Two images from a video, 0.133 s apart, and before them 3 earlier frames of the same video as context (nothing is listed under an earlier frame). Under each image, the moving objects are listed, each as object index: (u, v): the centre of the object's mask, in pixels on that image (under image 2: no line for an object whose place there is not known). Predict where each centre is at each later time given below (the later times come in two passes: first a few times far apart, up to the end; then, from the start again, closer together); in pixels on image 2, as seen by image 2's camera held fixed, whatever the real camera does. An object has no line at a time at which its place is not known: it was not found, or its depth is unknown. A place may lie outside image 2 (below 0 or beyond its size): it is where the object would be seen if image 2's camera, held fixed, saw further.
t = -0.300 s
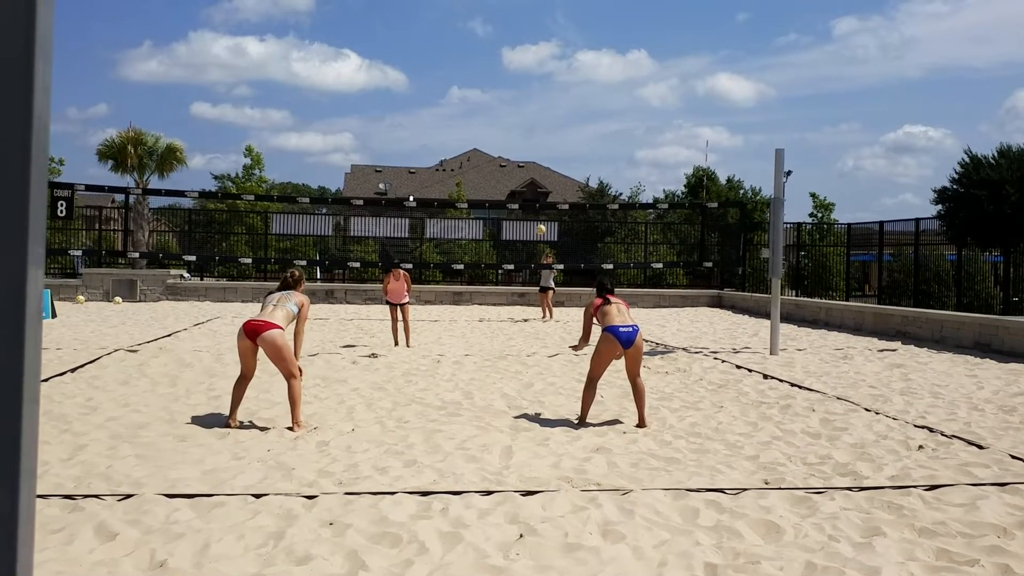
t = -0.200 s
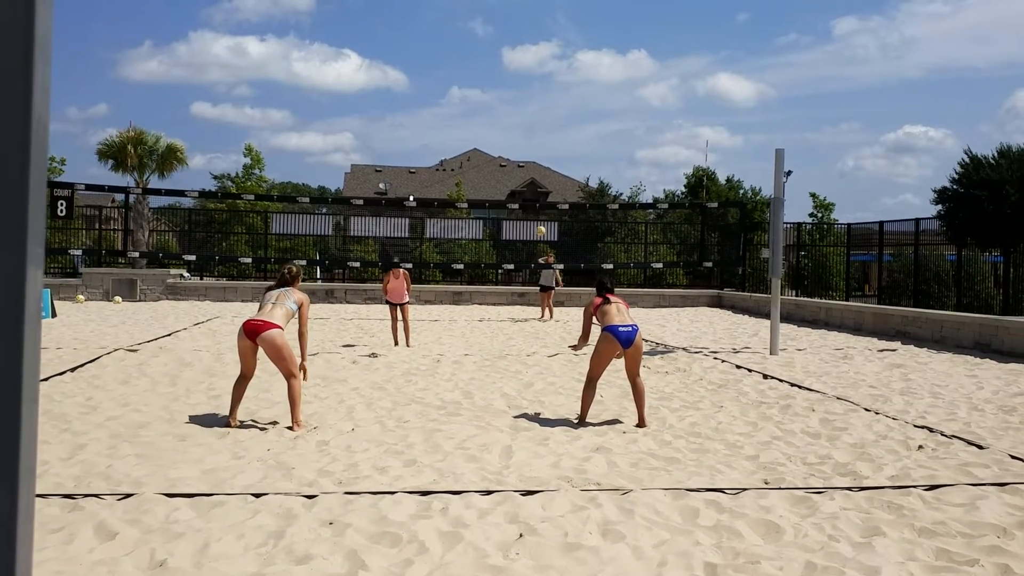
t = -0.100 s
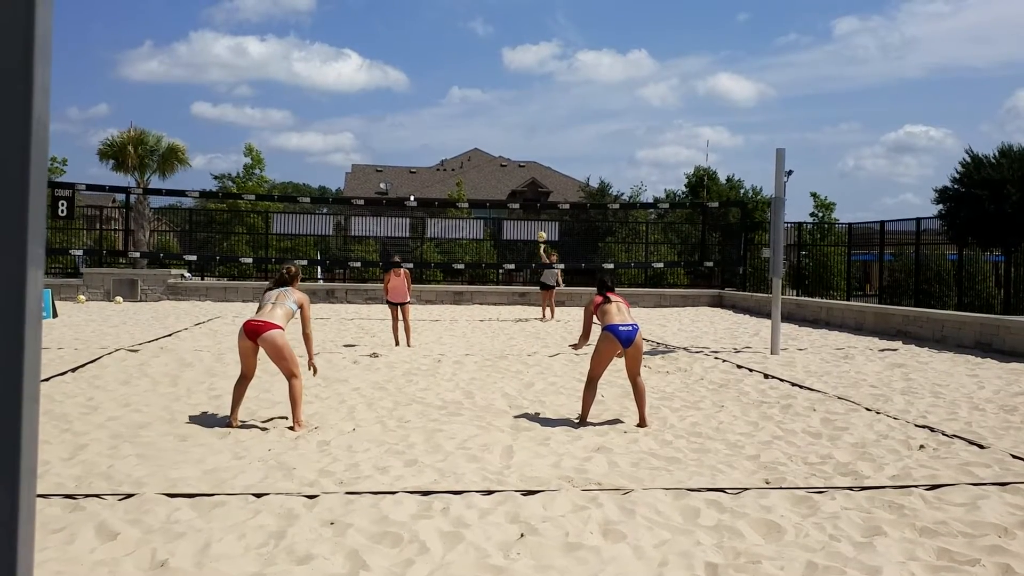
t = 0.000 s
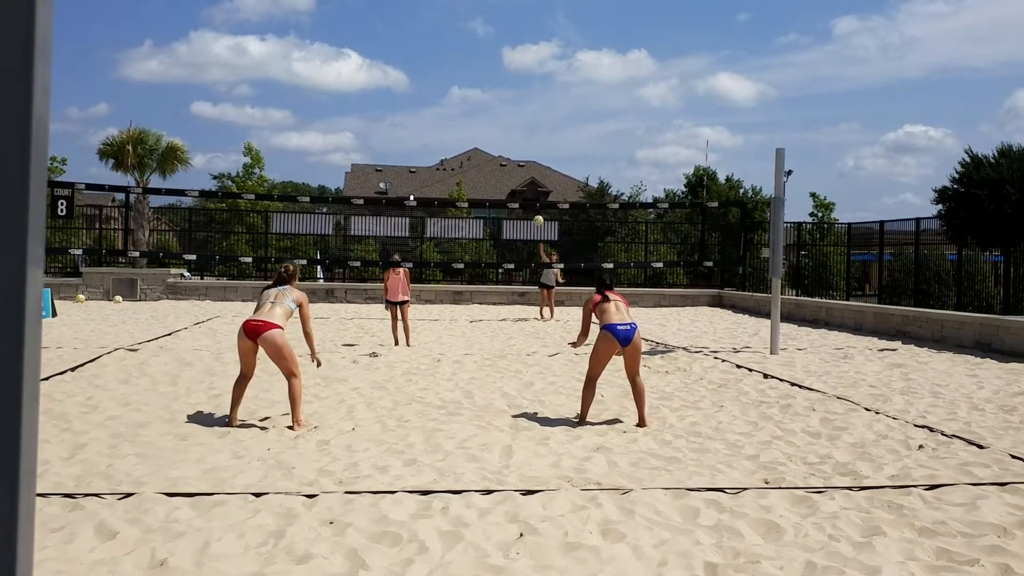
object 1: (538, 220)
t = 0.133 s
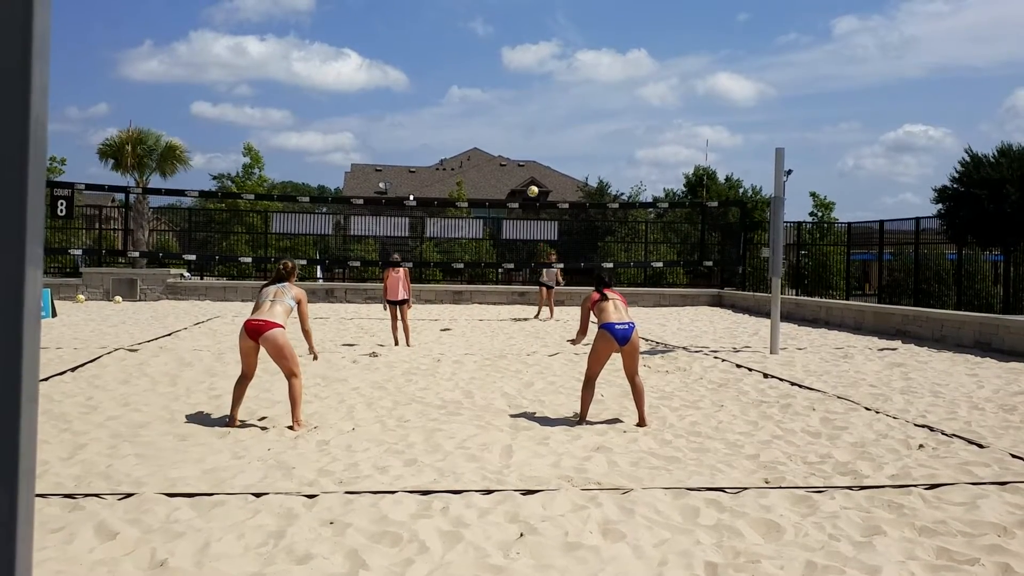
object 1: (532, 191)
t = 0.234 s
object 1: (527, 171)
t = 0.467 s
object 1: (511, 133)
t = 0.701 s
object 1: (488, 112)
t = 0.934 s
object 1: (460, 127)
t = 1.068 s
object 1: (441, 163)
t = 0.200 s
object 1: (529, 177)
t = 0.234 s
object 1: (527, 171)
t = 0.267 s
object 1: (525, 165)
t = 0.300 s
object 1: (523, 159)
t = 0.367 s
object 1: (519, 148)
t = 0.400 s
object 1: (516, 142)
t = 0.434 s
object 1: (514, 138)
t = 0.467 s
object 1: (511, 133)
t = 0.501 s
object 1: (508, 129)
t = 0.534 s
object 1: (505, 125)
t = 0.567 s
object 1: (502, 121)
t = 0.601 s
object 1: (498, 118)
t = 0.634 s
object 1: (495, 116)
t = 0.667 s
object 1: (491, 114)
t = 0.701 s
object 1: (488, 112)
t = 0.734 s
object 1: (484, 111)
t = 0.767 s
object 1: (481, 111)
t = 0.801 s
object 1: (477, 112)
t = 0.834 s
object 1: (473, 114)
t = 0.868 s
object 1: (469, 117)
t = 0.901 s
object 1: (465, 121)
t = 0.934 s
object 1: (460, 127)
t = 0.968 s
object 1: (456, 134)
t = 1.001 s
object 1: (451, 142)
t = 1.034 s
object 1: (446, 152)
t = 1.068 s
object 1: (441, 163)
